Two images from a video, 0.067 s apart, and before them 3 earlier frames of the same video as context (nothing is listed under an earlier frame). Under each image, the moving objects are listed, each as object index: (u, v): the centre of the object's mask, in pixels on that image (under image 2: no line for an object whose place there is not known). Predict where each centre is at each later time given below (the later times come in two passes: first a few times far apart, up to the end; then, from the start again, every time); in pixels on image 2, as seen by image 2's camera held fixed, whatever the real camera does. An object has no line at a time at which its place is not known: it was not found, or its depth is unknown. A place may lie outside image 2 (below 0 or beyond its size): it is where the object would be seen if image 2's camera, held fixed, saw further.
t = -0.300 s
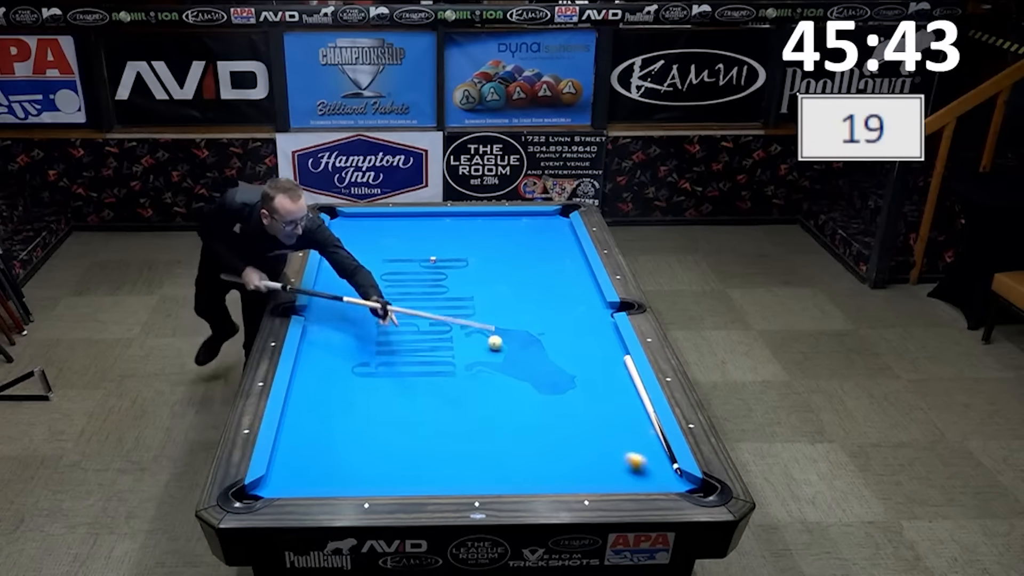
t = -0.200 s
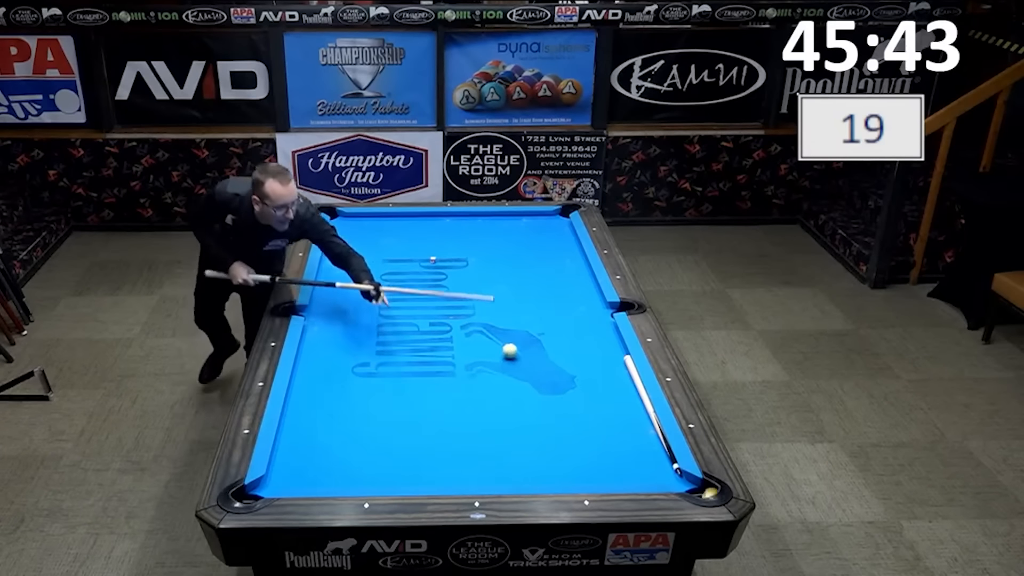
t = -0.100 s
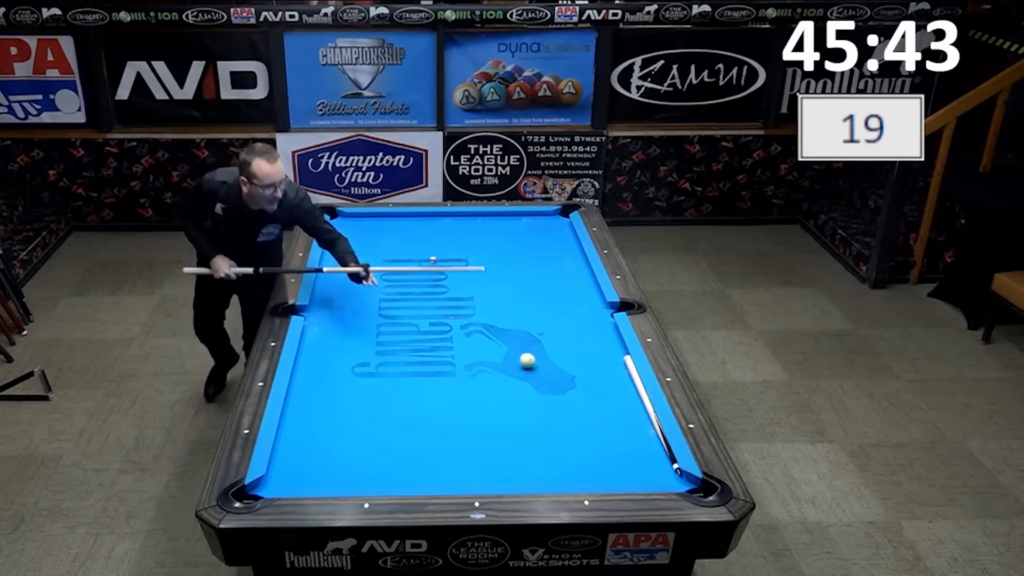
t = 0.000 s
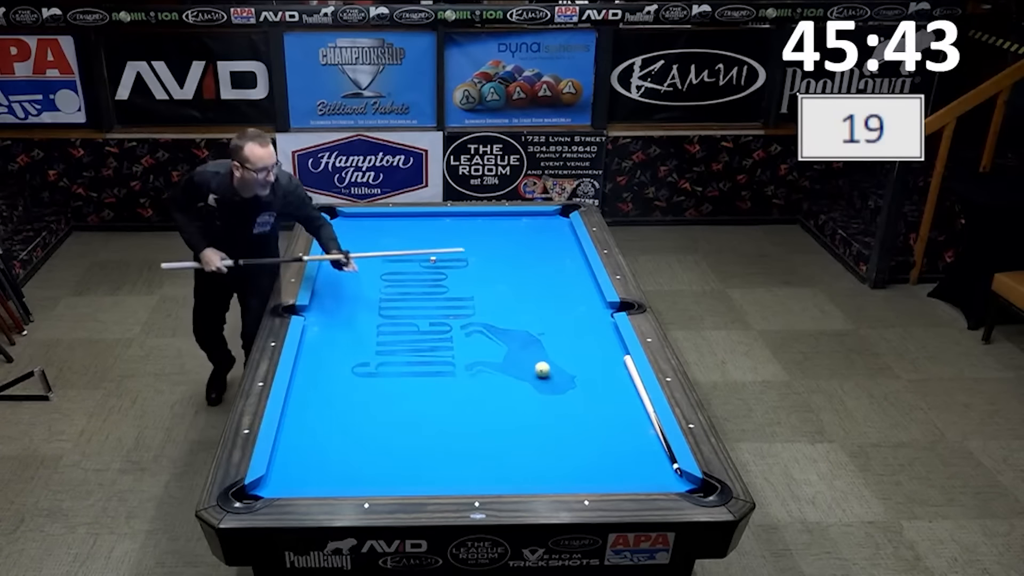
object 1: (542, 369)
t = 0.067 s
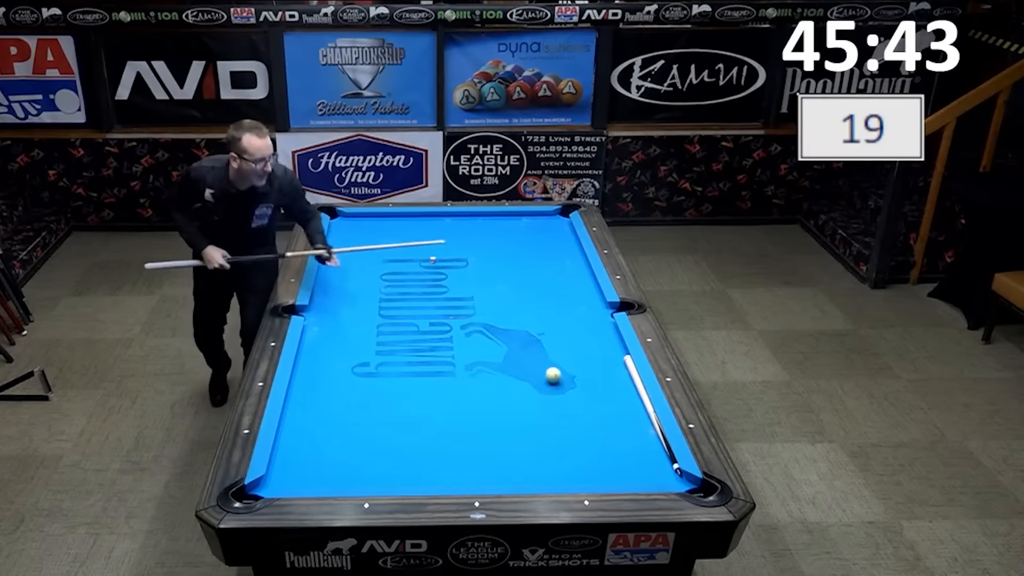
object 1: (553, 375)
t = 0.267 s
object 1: (585, 394)
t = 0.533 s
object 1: (628, 418)
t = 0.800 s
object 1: (658, 446)
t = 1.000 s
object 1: (667, 466)
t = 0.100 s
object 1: (555, 377)
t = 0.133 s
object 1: (561, 380)
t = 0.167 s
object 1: (566, 383)
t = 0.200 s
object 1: (572, 386)
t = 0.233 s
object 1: (580, 390)
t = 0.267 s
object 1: (585, 394)
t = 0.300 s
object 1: (591, 397)
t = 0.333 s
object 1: (597, 400)
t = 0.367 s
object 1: (602, 404)
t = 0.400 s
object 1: (608, 406)
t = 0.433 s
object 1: (614, 410)
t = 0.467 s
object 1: (619, 413)
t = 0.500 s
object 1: (622, 415)
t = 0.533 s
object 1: (628, 418)
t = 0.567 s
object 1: (634, 422)
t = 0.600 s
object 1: (640, 425)
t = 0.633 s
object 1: (649, 430)
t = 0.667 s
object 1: (652, 433)
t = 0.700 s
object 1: (653, 437)
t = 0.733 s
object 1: (654, 440)
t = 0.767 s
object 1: (657, 443)
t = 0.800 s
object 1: (658, 446)
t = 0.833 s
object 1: (660, 450)
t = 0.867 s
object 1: (661, 453)
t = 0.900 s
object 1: (662, 455)
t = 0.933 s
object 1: (664, 459)
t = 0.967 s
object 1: (666, 463)
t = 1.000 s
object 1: (667, 466)
